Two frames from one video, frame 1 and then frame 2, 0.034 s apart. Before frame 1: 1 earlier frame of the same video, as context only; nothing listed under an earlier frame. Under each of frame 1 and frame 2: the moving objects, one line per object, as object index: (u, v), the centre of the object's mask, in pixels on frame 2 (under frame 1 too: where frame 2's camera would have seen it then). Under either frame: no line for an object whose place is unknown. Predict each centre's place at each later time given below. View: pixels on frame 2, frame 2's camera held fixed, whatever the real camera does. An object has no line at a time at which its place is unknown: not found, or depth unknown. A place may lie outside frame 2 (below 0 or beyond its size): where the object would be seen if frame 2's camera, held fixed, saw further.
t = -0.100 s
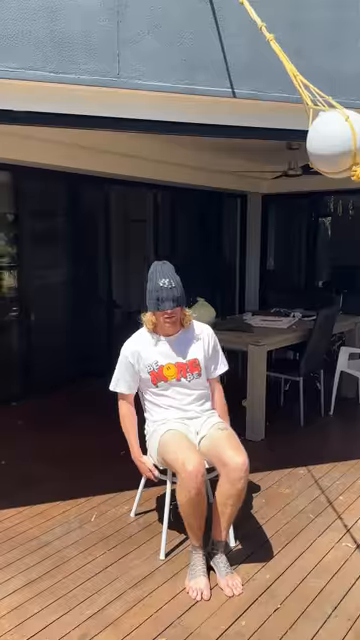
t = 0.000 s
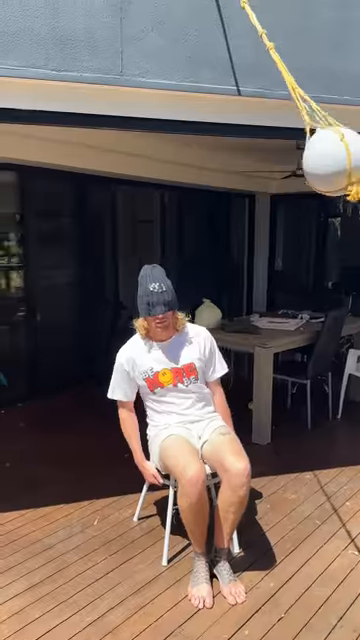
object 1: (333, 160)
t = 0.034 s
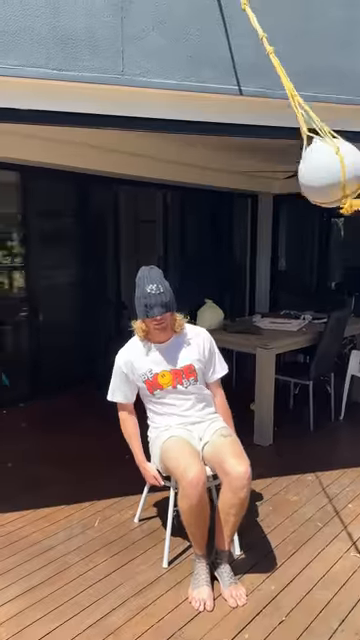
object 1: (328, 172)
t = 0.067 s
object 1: (322, 184)
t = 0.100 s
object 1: (313, 198)
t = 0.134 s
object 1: (304, 213)
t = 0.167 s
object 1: (293, 227)
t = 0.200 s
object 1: (282, 241)
